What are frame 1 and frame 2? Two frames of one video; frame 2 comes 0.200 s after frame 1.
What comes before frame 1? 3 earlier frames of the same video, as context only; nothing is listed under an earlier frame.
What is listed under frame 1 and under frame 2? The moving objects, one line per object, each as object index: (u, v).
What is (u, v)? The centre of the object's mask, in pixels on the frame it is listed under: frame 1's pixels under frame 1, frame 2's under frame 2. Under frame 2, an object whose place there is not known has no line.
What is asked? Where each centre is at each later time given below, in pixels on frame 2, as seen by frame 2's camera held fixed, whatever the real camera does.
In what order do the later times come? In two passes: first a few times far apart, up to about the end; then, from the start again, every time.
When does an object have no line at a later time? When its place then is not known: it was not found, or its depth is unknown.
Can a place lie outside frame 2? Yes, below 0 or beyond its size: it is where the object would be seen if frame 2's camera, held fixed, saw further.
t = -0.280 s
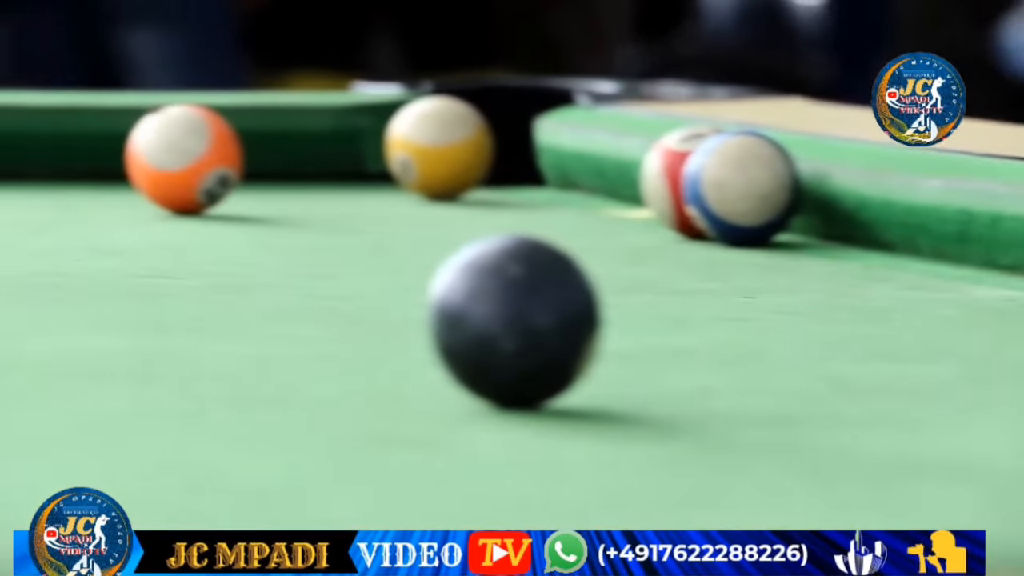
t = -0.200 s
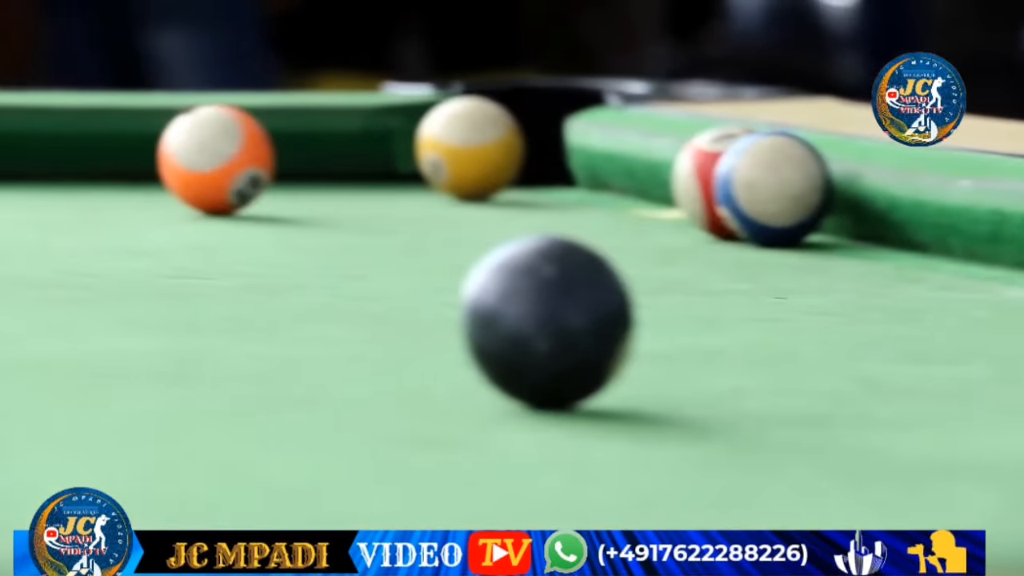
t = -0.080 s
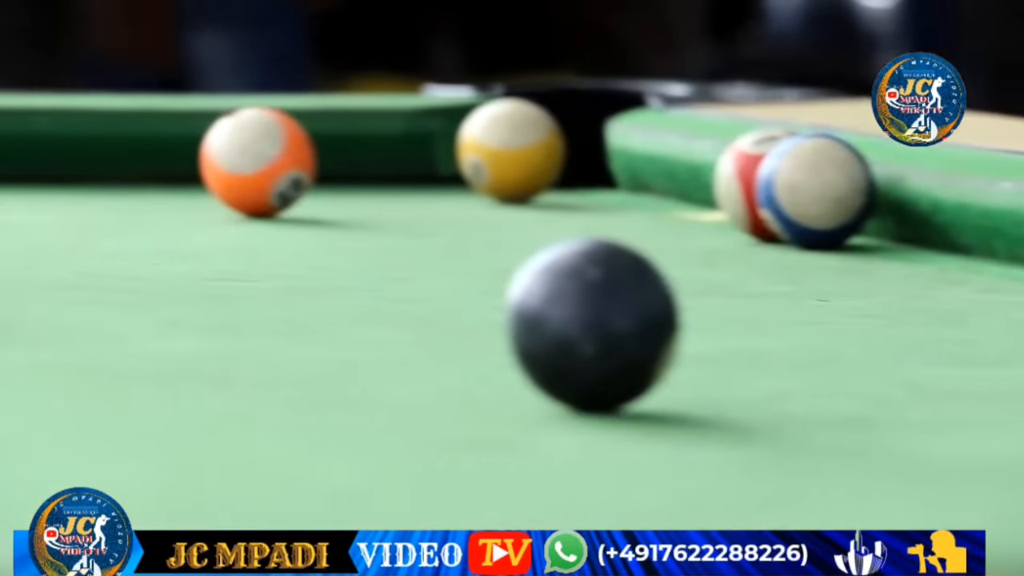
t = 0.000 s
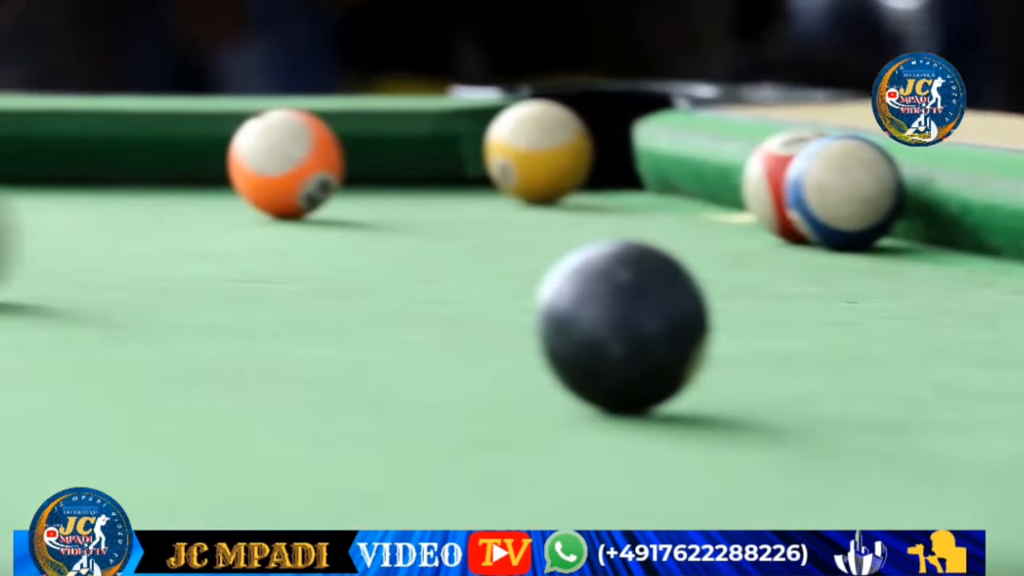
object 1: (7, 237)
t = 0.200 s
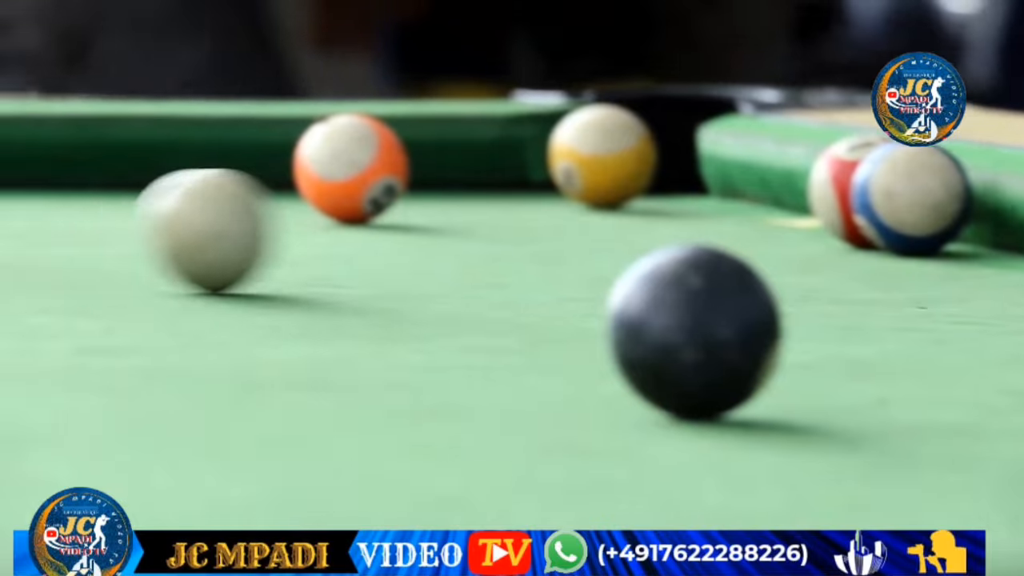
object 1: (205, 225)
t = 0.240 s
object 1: (240, 223)
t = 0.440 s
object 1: (409, 215)
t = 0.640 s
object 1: (555, 210)
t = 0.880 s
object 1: (714, 200)
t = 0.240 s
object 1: (240, 223)
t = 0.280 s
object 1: (272, 223)
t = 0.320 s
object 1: (309, 221)
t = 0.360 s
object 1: (342, 219)
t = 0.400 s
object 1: (377, 217)
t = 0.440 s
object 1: (409, 215)
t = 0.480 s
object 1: (439, 214)
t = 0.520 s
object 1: (471, 213)
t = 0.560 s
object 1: (499, 211)
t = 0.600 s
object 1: (527, 211)
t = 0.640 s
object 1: (555, 210)
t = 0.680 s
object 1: (582, 209)
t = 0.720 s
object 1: (610, 207)
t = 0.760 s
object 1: (636, 205)
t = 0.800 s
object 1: (661, 202)
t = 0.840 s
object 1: (688, 200)
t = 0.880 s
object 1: (714, 200)
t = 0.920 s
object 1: (739, 200)
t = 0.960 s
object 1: (761, 201)
